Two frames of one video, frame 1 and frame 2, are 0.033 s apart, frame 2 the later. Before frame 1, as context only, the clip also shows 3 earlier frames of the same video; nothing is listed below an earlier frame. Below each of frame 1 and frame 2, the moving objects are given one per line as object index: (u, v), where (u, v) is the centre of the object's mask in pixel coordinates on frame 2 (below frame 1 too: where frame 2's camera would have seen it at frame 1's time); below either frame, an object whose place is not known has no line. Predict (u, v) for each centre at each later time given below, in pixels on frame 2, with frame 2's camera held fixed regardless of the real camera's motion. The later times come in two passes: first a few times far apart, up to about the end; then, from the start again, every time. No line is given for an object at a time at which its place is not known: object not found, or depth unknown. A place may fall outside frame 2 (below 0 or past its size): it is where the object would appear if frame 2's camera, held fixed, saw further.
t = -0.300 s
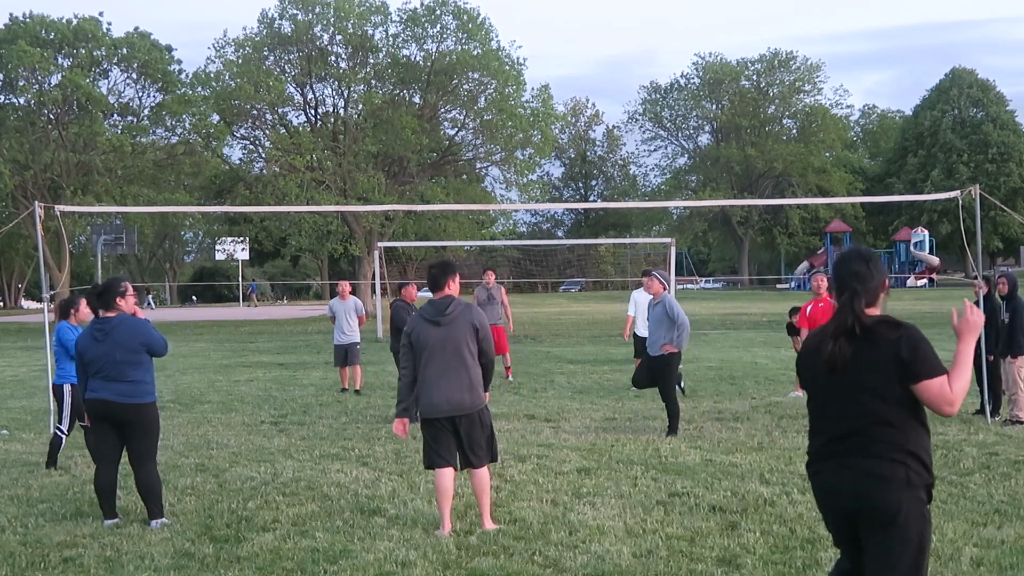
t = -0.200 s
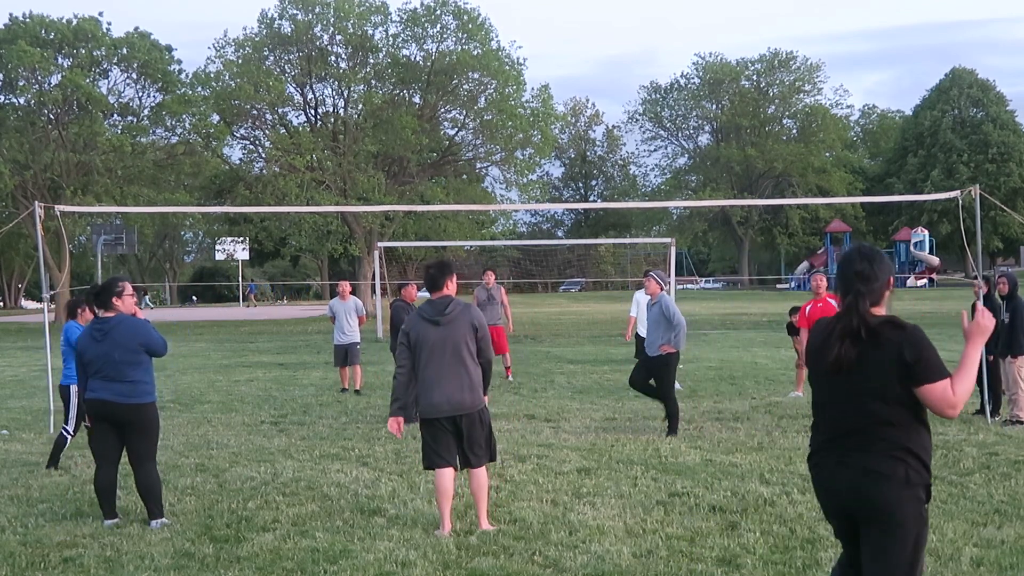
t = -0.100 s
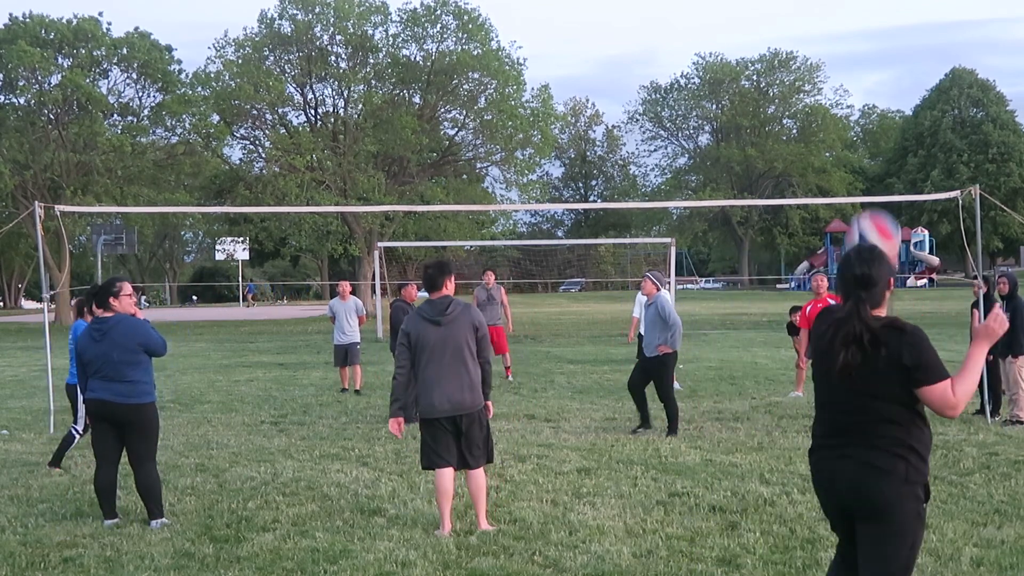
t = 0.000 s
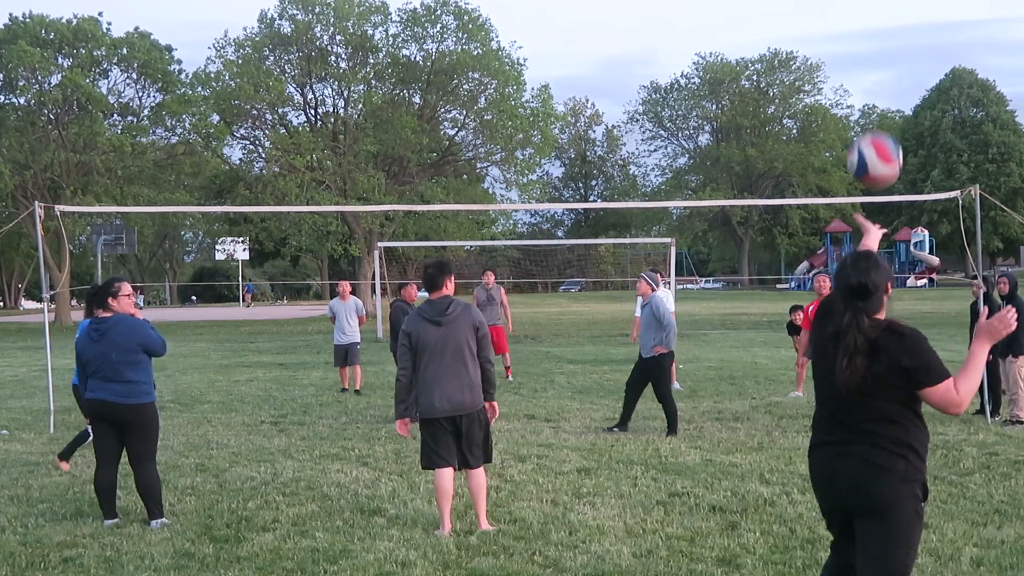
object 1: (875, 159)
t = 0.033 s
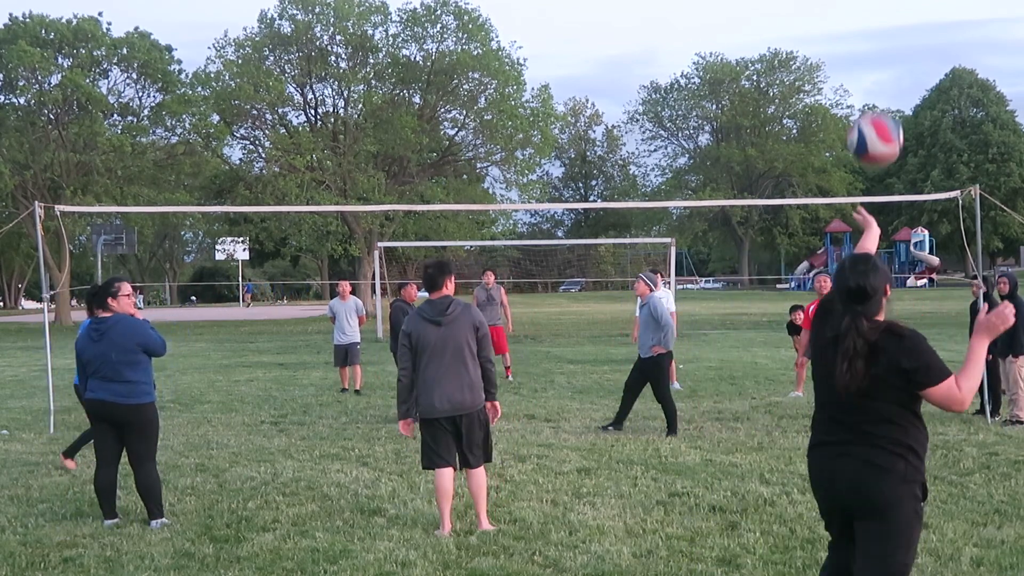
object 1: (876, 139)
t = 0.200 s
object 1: (878, 75)
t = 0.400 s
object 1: (884, 91)
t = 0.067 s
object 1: (876, 121)
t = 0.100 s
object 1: (876, 105)
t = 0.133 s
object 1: (877, 93)
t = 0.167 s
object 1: (877, 82)
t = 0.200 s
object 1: (878, 75)
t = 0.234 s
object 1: (879, 71)
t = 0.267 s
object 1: (880, 69)
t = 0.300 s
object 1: (881, 70)
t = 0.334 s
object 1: (882, 74)
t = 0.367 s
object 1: (883, 81)
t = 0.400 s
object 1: (884, 91)
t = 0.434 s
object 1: (885, 104)
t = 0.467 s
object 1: (887, 119)
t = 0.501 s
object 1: (889, 137)
